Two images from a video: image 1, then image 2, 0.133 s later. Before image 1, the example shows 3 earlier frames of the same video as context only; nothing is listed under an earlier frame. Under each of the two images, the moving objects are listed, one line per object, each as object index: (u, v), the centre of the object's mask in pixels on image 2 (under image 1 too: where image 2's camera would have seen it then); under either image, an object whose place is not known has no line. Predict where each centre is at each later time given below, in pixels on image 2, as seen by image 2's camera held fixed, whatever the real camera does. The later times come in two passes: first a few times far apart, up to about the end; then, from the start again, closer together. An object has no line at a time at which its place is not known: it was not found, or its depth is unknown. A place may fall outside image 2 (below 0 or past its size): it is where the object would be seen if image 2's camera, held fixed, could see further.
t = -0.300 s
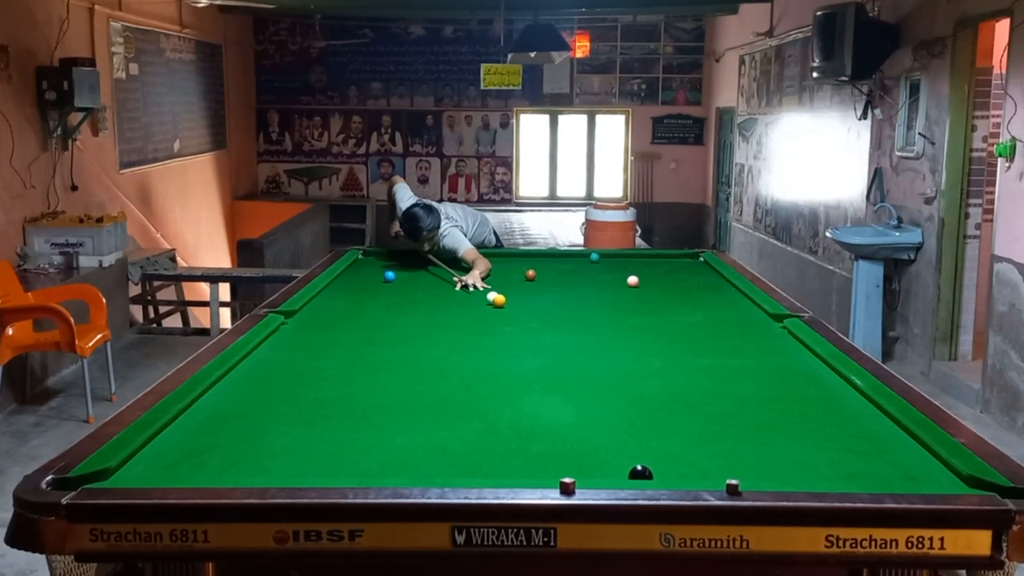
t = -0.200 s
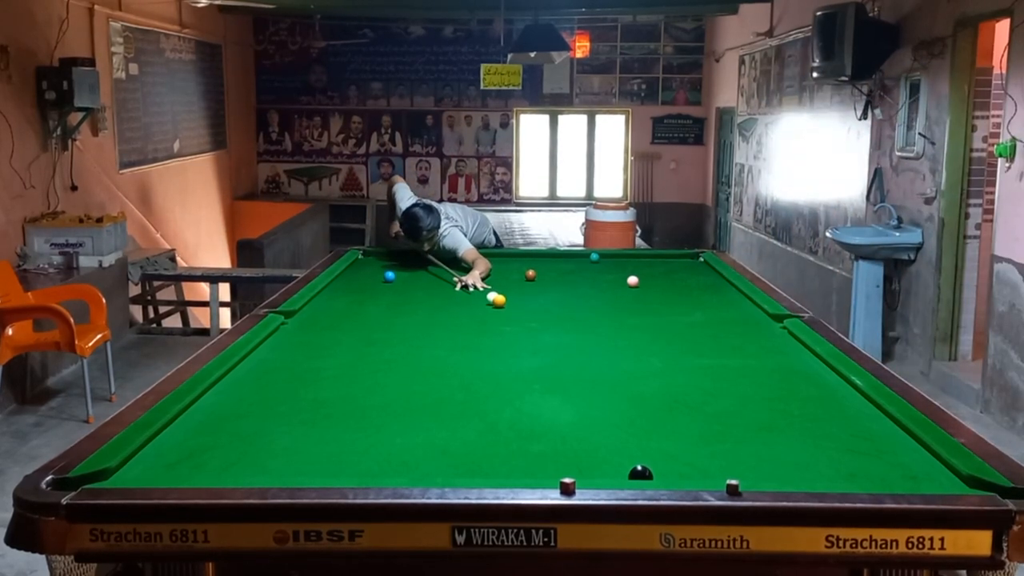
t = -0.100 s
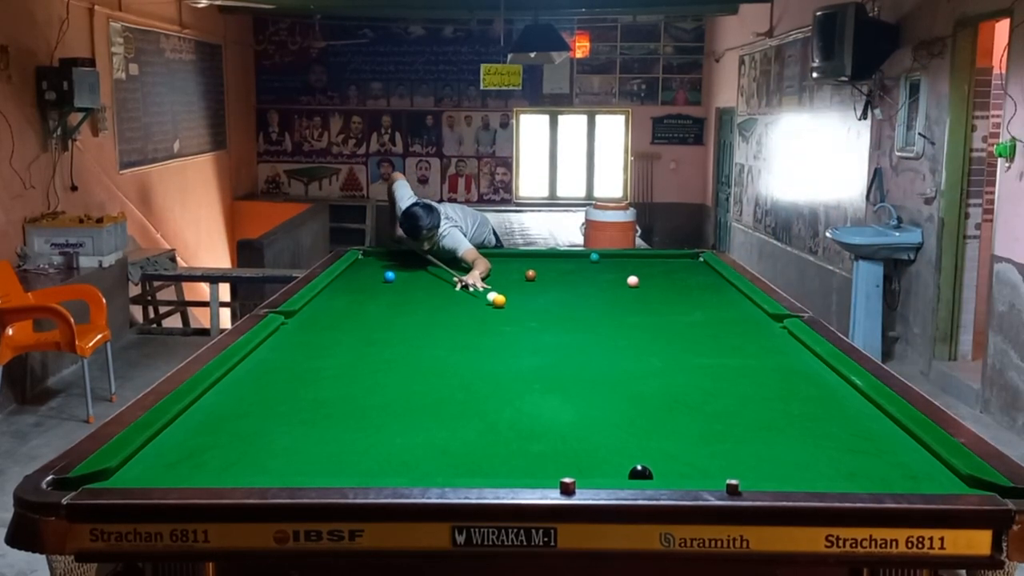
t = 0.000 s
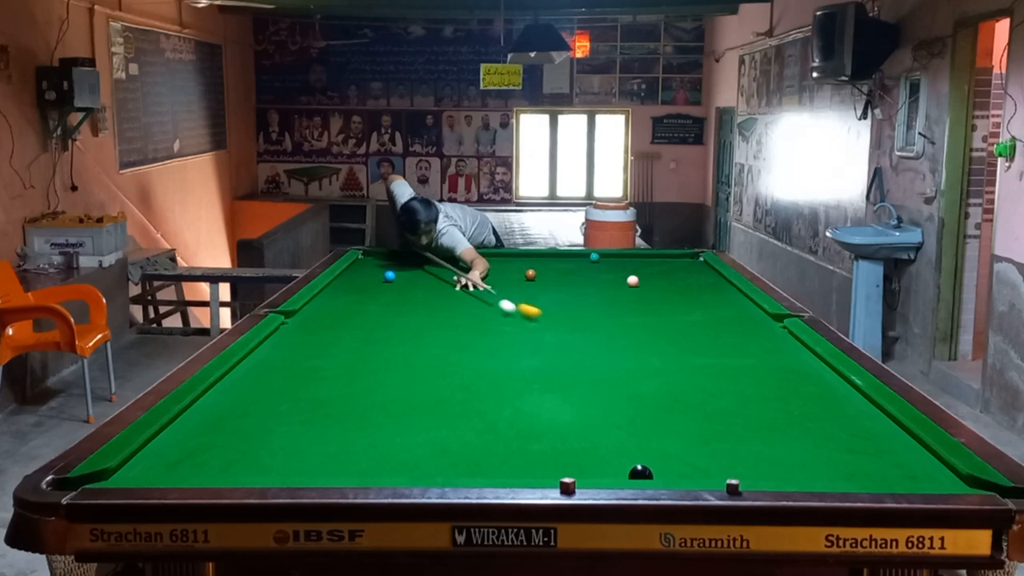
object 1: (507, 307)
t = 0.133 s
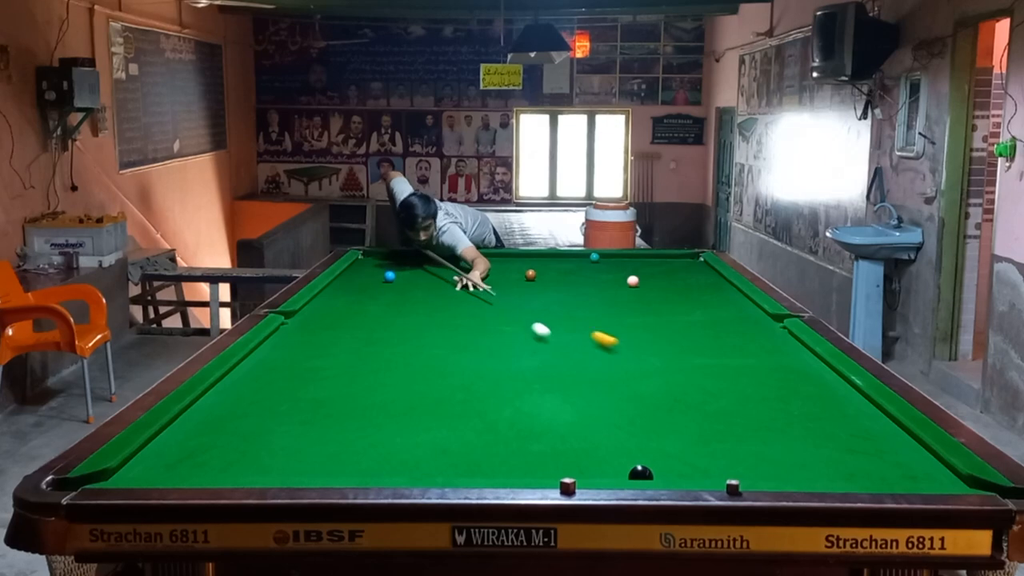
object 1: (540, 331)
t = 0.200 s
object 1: (559, 344)
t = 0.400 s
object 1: (617, 386)
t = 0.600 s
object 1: (690, 443)
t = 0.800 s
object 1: (710, 453)
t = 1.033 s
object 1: (661, 408)
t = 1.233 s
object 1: (630, 379)
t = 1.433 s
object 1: (605, 356)
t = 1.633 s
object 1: (584, 336)
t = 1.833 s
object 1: (567, 320)
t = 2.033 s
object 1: (552, 306)
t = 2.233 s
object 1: (539, 294)
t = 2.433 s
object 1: (528, 283)
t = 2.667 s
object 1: (516, 273)
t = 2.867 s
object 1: (508, 265)
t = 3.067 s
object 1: (500, 258)
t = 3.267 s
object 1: (494, 255)
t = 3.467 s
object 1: (488, 259)
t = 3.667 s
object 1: (482, 263)
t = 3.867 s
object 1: (476, 268)
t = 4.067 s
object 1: (471, 272)
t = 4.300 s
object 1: (464, 278)
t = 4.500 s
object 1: (458, 283)
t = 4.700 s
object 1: (451, 288)
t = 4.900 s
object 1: (445, 293)
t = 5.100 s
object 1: (438, 297)
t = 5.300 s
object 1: (432, 303)
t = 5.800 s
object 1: (416, 316)
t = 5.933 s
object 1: (411, 319)
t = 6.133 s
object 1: (405, 324)
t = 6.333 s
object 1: (399, 330)
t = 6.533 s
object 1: (392, 335)
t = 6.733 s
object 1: (386, 340)
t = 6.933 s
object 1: (379, 345)
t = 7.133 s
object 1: (372, 350)
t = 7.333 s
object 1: (366, 355)
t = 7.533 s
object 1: (360, 360)
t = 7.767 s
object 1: (352, 365)
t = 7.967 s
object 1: (347, 370)
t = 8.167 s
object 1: (341, 374)
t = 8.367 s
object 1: (336, 377)
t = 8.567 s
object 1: (332, 381)
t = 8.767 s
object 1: (328, 384)
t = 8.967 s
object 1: (324, 386)
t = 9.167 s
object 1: (321, 388)
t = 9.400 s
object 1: (317, 391)
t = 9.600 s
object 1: (315, 392)
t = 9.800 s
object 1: (313, 393)
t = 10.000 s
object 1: (312, 393)
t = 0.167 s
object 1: (550, 337)
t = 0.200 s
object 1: (559, 344)
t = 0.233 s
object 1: (568, 351)
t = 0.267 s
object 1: (577, 357)
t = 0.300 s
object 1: (587, 364)
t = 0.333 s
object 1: (597, 371)
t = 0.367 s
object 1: (607, 379)
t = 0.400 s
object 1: (617, 386)
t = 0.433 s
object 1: (627, 394)
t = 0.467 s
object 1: (638, 403)
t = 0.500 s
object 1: (650, 411)
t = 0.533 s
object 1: (663, 422)
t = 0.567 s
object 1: (676, 431)
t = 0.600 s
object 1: (690, 443)
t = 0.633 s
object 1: (706, 454)
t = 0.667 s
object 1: (722, 467)
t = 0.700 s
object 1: (737, 474)
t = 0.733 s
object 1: (730, 470)
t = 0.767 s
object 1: (720, 462)
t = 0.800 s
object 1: (710, 453)
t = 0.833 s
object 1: (701, 446)
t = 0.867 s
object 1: (693, 438)
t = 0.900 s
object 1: (686, 432)
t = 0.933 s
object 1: (679, 425)
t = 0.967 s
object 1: (673, 419)
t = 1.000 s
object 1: (667, 414)
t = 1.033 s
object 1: (661, 408)
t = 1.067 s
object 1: (655, 403)
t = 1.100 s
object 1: (650, 398)
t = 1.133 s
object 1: (644, 392)
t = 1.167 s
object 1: (640, 388)
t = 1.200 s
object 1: (635, 384)
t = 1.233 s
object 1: (630, 379)
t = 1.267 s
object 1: (625, 375)
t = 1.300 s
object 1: (621, 371)
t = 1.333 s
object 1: (617, 367)
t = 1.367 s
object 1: (612, 363)
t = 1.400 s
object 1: (608, 359)
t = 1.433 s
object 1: (605, 356)
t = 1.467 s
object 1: (601, 352)
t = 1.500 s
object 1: (597, 349)
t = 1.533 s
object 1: (594, 346)
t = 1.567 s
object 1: (591, 343)
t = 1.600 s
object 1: (587, 339)
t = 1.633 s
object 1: (584, 336)
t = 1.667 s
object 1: (581, 333)
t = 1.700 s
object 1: (578, 330)
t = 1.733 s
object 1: (575, 328)
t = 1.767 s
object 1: (572, 325)
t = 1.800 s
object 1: (569, 323)
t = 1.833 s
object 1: (567, 320)
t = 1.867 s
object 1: (564, 317)
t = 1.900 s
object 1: (562, 315)
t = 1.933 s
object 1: (559, 312)
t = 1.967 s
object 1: (557, 311)
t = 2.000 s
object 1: (554, 308)
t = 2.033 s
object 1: (552, 306)
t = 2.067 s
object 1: (550, 304)
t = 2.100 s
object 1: (547, 302)
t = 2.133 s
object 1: (545, 300)
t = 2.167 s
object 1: (543, 298)
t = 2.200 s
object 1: (541, 296)
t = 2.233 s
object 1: (539, 294)
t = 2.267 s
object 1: (537, 292)
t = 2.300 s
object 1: (535, 290)
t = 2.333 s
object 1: (533, 289)
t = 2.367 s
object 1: (531, 287)
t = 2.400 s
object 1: (530, 285)
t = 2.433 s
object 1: (528, 283)
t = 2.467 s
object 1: (526, 282)
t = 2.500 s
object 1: (524, 280)
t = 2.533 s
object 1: (522, 278)
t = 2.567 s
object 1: (521, 277)
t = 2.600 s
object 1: (520, 276)
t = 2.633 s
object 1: (518, 274)
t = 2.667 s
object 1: (516, 273)
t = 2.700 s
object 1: (515, 271)
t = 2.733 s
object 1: (513, 270)
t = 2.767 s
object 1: (512, 269)
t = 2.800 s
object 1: (511, 267)
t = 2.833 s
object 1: (509, 266)
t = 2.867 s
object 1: (508, 265)
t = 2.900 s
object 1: (507, 264)
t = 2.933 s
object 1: (505, 262)
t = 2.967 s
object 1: (504, 261)
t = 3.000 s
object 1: (503, 260)
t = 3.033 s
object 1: (502, 259)
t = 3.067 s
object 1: (500, 258)
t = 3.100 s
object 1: (499, 257)
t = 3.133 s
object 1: (498, 255)
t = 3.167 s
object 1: (497, 255)
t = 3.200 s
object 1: (496, 254)
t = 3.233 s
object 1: (495, 254)
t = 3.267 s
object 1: (494, 255)
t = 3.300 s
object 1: (493, 255)
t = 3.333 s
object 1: (492, 256)
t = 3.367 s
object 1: (491, 257)
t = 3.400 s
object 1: (490, 257)
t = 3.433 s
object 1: (489, 258)
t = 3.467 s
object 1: (488, 259)
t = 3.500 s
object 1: (487, 260)
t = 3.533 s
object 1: (486, 260)
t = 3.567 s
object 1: (485, 261)
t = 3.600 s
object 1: (484, 262)
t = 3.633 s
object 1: (483, 262)
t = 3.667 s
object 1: (482, 263)
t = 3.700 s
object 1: (481, 264)
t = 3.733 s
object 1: (480, 265)
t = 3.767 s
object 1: (479, 265)
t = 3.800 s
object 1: (478, 266)
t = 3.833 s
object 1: (477, 267)
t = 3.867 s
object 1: (476, 268)
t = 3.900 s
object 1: (475, 269)
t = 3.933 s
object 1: (474, 269)
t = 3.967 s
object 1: (473, 270)
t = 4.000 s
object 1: (472, 271)
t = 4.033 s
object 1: (471, 272)
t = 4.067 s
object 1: (471, 272)
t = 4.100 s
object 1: (469, 273)
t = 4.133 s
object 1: (468, 274)
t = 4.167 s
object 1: (467, 275)
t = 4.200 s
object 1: (466, 276)
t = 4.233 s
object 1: (465, 276)
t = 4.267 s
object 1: (465, 277)
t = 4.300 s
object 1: (464, 278)
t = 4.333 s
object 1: (462, 279)
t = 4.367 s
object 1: (462, 280)
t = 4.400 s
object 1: (461, 280)
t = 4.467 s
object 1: (459, 282)
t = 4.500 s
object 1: (458, 283)
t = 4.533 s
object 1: (456, 284)
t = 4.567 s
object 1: (455, 284)
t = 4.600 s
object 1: (455, 285)
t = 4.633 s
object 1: (454, 286)
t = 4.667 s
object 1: (453, 287)
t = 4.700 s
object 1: (451, 288)
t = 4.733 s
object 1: (450, 288)
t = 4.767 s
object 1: (449, 289)
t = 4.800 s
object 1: (448, 290)
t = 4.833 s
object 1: (447, 291)
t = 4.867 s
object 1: (446, 292)
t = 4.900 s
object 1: (445, 293)
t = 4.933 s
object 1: (444, 293)
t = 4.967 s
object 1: (443, 294)
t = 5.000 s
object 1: (442, 295)
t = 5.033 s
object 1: (441, 296)
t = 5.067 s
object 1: (439, 297)
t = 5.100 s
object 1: (438, 297)
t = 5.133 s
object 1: (437, 298)
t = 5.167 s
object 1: (436, 299)
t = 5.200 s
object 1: (435, 300)
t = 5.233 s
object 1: (434, 301)
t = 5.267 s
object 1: (433, 302)
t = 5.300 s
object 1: (432, 303)
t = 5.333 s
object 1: (431, 303)
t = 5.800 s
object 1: (416, 316)
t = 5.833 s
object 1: (415, 316)
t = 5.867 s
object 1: (414, 317)
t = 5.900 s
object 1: (413, 318)
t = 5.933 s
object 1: (411, 319)
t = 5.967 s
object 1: (410, 320)
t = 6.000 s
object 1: (409, 321)
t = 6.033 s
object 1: (408, 322)
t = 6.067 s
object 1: (407, 323)
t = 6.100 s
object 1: (406, 323)
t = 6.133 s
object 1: (405, 324)
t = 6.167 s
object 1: (404, 325)
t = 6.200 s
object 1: (403, 326)
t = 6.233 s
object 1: (402, 327)
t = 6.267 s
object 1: (401, 328)
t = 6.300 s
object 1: (400, 329)
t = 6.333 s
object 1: (399, 330)
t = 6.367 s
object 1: (397, 331)
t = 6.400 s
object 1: (396, 331)
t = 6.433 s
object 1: (395, 332)
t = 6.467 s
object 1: (394, 333)
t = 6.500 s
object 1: (393, 334)
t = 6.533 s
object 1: (392, 335)
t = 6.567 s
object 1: (391, 336)
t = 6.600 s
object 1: (390, 337)
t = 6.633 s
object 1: (389, 338)
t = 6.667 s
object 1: (388, 338)
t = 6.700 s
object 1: (387, 339)
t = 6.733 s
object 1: (386, 340)
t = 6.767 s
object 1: (384, 341)
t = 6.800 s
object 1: (383, 342)
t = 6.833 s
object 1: (382, 343)
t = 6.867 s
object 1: (381, 344)
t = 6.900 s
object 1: (380, 345)
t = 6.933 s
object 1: (379, 345)
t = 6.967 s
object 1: (378, 346)
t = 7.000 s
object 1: (377, 347)
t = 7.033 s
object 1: (376, 348)
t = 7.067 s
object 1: (374, 349)
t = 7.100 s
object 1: (373, 350)
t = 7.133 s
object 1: (372, 350)
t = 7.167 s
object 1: (371, 351)
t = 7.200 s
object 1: (370, 352)
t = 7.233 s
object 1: (369, 353)
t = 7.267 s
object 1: (368, 354)
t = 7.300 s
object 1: (367, 355)
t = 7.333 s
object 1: (366, 355)
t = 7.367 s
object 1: (365, 356)
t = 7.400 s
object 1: (364, 357)
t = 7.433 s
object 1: (363, 358)
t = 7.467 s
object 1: (362, 358)
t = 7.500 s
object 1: (361, 359)
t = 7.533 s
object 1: (360, 360)
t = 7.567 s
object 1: (359, 361)
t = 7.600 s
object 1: (357, 362)
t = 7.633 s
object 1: (356, 362)
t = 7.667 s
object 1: (355, 363)
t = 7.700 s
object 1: (354, 364)
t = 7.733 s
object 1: (353, 365)
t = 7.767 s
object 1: (352, 365)
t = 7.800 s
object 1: (351, 366)
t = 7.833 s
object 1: (350, 367)
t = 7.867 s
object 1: (349, 368)
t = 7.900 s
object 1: (349, 368)
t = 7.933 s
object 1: (348, 369)
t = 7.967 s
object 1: (347, 370)
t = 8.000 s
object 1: (346, 370)
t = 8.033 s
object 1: (345, 371)
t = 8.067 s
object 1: (344, 372)
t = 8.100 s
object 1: (343, 372)
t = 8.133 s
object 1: (342, 373)
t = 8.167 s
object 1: (341, 374)
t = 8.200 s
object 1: (340, 374)
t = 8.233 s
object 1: (339, 375)
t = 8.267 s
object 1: (339, 375)
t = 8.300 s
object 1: (338, 376)
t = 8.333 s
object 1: (337, 376)
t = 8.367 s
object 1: (336, 377)
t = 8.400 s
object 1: (336, 378)
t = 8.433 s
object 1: (335, 378)
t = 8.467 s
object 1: (334, 379)
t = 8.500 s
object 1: (333, 379)
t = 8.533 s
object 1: (333, 380)
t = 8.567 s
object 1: (332, 381)
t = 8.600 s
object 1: (331, 381)
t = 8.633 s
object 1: (331, 382)
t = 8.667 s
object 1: (330, 382)
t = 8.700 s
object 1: (329, 383)
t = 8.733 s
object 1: (329, 383)
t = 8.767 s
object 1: (328, 384)
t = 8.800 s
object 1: (327, 384)
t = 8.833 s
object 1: (327, 384)
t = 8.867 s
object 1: (326, 385)
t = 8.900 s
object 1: (325, 385)
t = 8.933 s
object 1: (325, 386)
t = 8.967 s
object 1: (324, 386)
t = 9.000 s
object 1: (324, 387)
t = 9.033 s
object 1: (323, 387)
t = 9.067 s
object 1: (322, 387)
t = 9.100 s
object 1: (322, 388)
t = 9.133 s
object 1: (321, 388)
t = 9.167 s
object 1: (321, 388)
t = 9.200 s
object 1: (320, 389)
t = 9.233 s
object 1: (320, 389)
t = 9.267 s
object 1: (319, 389)
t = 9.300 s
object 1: (319, 390)
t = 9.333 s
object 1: (318, 390)
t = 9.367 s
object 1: (318, 390)
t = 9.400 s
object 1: (317, 391)
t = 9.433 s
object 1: (317, 391)
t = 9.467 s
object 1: (317, 391)
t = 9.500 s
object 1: (316, 391)
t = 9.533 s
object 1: (316, 392)
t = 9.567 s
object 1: (315, 392)
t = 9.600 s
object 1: (315, 392)
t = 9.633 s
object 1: (314, 392)
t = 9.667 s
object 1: (314, 392)
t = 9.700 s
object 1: (314, 393)
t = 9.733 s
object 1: (313, 393)
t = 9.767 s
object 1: (313, 393)
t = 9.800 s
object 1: (313, 393)
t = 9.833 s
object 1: (312, 393)
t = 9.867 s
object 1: (312, 393)
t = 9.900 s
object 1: (312, 393)
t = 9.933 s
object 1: (312, 393)
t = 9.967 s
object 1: (312, 393)
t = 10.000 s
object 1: (312, 393)
